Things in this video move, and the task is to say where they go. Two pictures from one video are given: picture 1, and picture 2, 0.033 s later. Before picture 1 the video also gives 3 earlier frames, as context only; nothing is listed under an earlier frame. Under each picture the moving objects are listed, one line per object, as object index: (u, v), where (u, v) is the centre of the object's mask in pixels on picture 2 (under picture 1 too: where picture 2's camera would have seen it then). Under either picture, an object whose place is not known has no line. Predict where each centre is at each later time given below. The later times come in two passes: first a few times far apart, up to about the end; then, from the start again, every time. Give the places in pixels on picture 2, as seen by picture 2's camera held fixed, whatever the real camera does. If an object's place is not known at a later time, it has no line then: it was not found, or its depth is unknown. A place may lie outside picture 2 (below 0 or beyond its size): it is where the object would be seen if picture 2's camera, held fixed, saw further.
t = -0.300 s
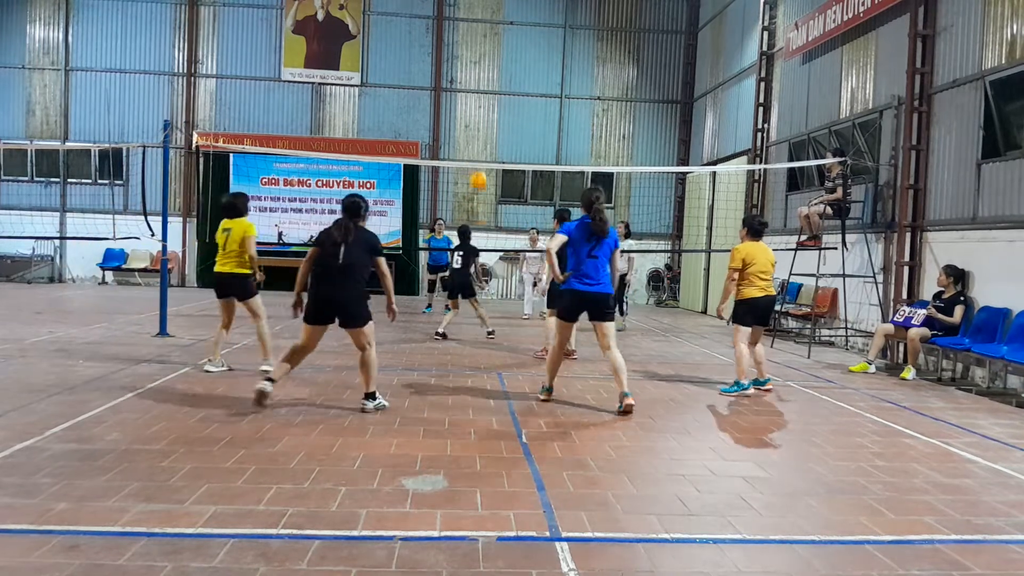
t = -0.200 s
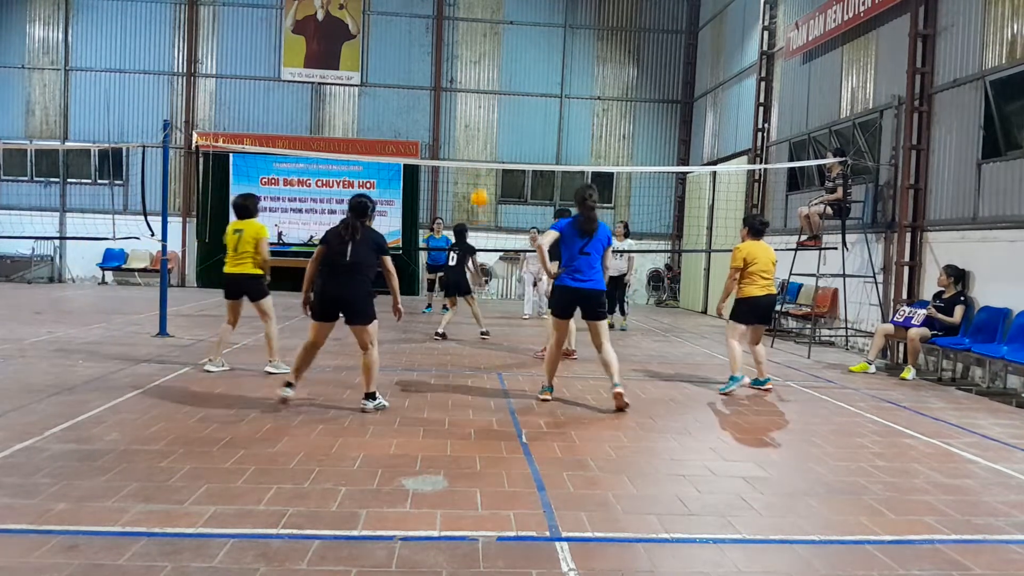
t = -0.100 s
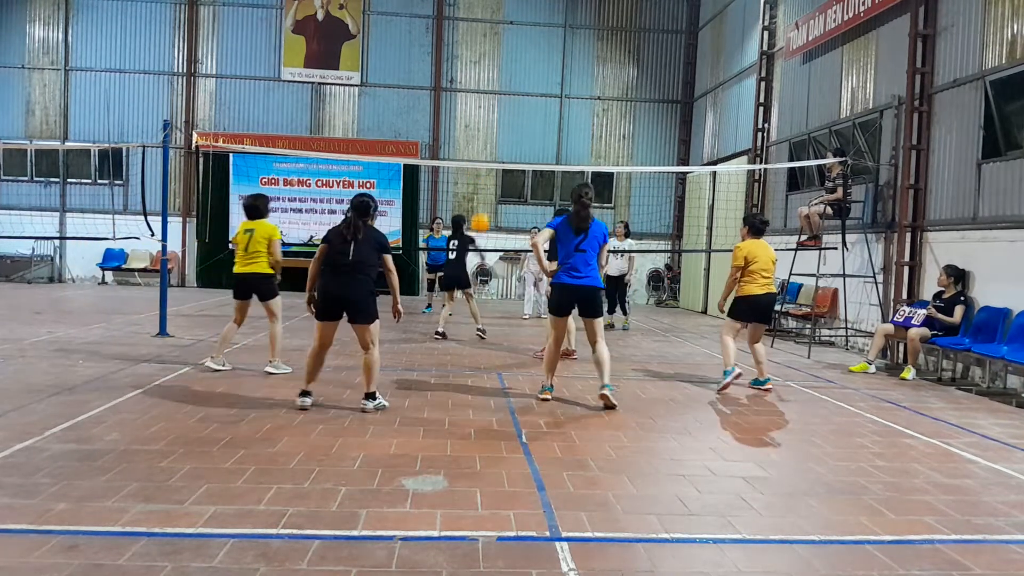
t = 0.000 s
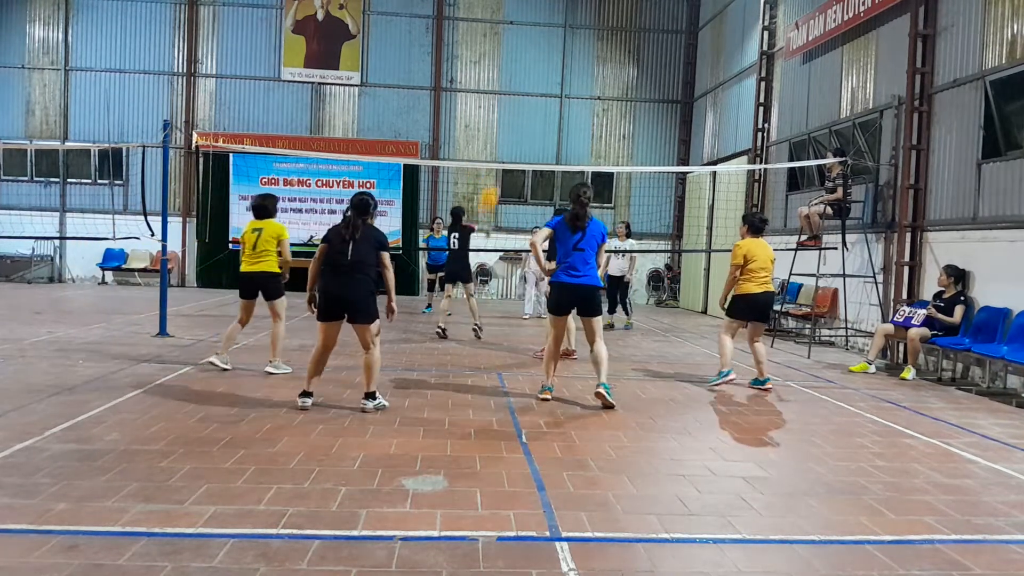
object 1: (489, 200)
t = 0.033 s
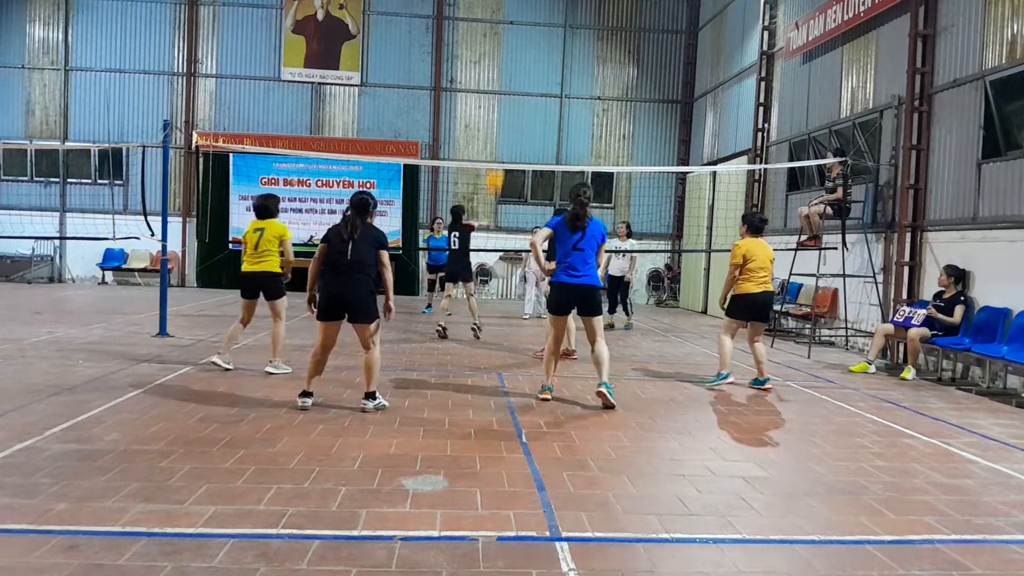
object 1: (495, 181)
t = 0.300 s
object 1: (526, 75)
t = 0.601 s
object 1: (555, 27)
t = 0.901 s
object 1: (580, 52)
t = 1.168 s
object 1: (595, 127)
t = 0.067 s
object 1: (499, 163)
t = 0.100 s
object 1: (504, 148)
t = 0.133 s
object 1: (508, 133)
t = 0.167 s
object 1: (512, 120)
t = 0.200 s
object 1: (516, 107)
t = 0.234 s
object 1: (519, 96)
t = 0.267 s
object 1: (523, 84)
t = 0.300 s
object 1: (526, 75)
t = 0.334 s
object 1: (530, 65)
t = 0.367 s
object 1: (533, 58)
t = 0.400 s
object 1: (536, 51)
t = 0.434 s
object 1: (539, 44)
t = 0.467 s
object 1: (543, 40)
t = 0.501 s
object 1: (546, 35)
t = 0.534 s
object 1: (549, 31)
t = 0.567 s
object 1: (552, 29)
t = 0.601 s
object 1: (555, 27)
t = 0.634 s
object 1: (558, 26)
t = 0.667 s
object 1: (561, 27)
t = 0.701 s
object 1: (564, 28)
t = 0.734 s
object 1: (567, 30)
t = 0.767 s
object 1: (569, 33)
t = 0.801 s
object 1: (572, 36)
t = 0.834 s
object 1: (575, 40)
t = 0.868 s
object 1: (578, 45)
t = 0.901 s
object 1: (580, 52)
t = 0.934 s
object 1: (582, 58)
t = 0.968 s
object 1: (584, 66)
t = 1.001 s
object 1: (586, 74)
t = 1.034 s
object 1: (588, 83)
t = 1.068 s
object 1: (590, 93)
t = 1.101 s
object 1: (592, 103)
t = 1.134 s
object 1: (594, 114)
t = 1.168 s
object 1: (595, 127)
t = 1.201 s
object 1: (597, 140)
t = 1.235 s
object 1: (598, 152)
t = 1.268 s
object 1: (599, 166)
